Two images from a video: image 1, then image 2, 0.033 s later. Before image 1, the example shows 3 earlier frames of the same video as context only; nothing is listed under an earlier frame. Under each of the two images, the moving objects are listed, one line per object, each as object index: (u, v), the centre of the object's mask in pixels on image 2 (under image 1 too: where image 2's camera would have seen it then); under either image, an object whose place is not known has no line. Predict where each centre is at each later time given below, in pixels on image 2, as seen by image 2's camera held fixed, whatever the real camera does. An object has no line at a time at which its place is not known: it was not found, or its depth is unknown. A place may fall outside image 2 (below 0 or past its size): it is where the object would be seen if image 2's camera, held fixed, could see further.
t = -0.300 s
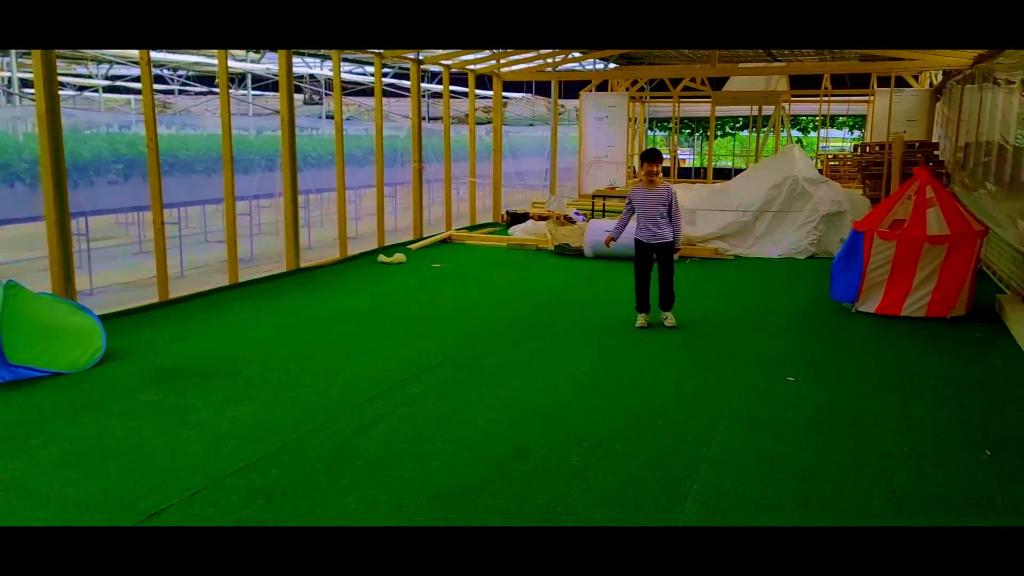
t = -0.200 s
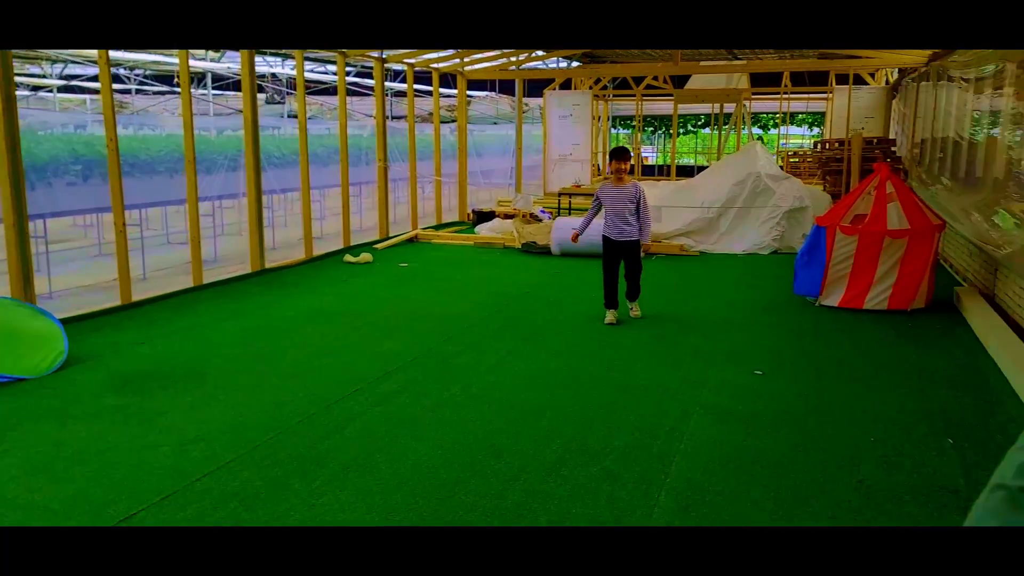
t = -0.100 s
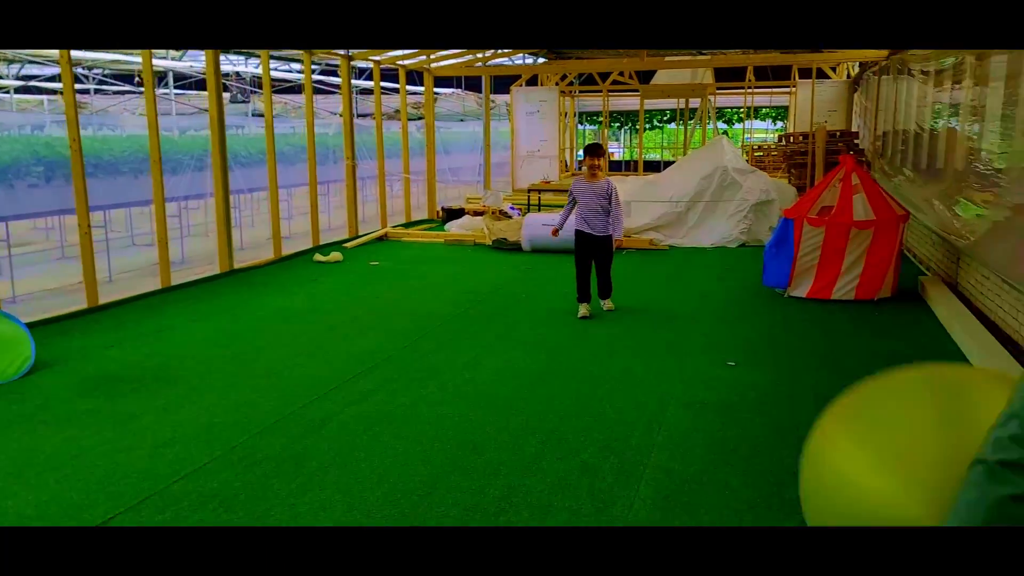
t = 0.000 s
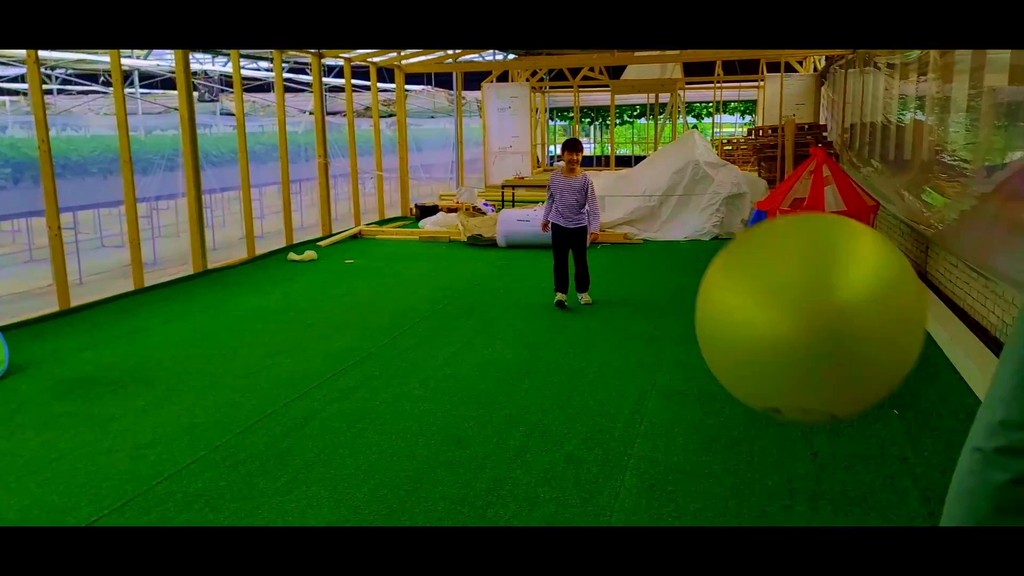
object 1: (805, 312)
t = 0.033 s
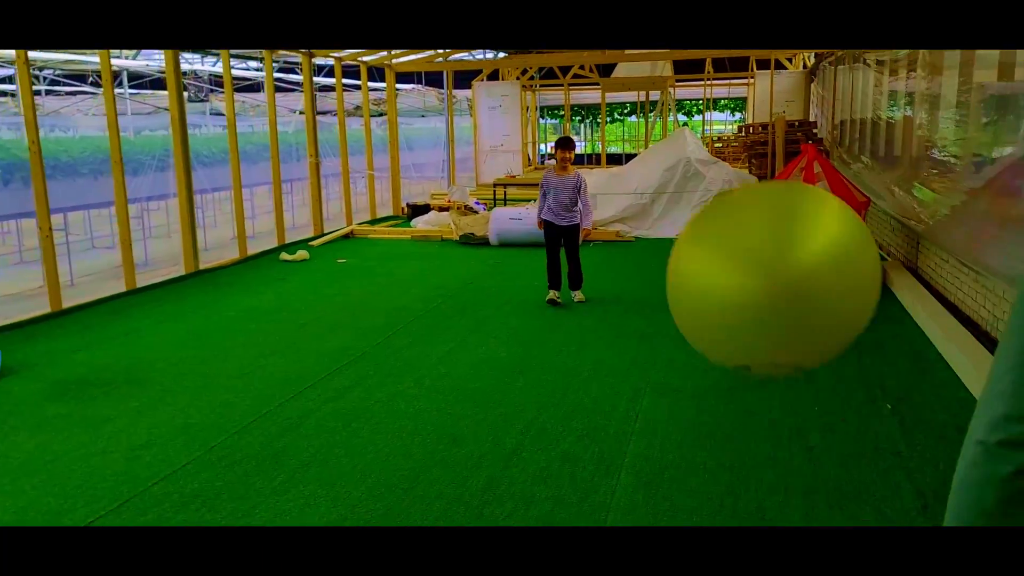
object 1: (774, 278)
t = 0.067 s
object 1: (742, 250)
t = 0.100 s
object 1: (716, 229)
